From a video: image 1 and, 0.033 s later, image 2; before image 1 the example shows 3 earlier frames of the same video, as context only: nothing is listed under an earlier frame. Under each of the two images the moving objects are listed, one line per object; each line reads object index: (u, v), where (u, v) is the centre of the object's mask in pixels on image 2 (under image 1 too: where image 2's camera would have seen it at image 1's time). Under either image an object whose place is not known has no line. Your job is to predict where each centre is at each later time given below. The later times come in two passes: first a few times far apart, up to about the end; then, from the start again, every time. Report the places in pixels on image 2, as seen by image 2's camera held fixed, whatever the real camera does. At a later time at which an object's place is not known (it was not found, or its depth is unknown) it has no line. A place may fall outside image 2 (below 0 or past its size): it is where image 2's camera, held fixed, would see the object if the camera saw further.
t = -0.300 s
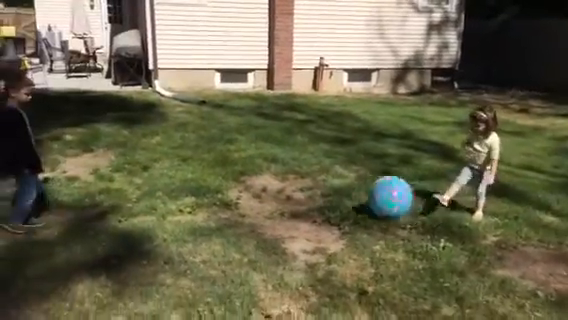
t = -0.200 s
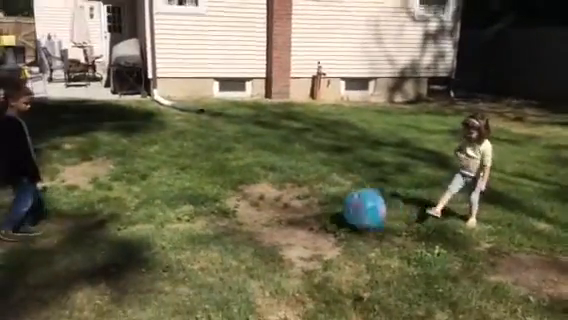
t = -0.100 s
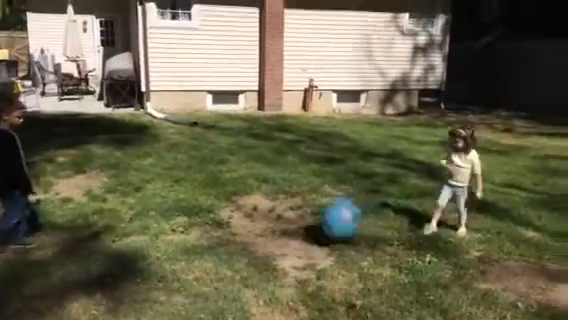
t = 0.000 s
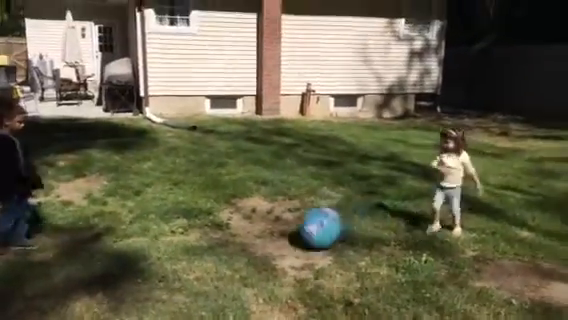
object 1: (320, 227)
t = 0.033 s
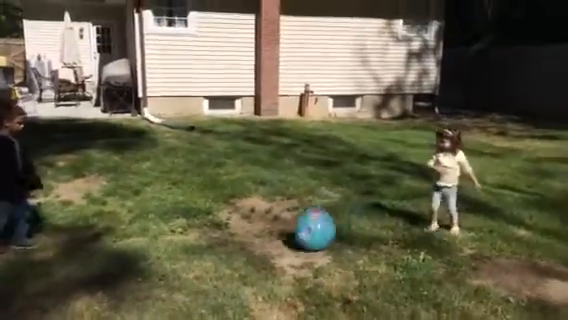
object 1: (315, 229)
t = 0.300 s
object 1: (267, 232)
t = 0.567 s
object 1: (223, 228)
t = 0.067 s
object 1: (309, 229)
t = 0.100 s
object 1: (302, 226)
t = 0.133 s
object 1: (297, 225)
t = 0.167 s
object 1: (291, 225)
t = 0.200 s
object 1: (285, 225)
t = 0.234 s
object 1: (279, 228)
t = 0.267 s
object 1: (273, 230)
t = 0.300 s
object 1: (267, 232)
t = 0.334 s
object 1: (261, 231)
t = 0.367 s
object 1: (256, 230)
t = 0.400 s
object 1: (251, 229)
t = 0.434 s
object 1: (244, 229)
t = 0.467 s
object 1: (240, 229)
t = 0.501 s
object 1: (234, 230)
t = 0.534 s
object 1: (227, 230)
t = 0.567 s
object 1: (223, 228)
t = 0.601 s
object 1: (217, 227)
